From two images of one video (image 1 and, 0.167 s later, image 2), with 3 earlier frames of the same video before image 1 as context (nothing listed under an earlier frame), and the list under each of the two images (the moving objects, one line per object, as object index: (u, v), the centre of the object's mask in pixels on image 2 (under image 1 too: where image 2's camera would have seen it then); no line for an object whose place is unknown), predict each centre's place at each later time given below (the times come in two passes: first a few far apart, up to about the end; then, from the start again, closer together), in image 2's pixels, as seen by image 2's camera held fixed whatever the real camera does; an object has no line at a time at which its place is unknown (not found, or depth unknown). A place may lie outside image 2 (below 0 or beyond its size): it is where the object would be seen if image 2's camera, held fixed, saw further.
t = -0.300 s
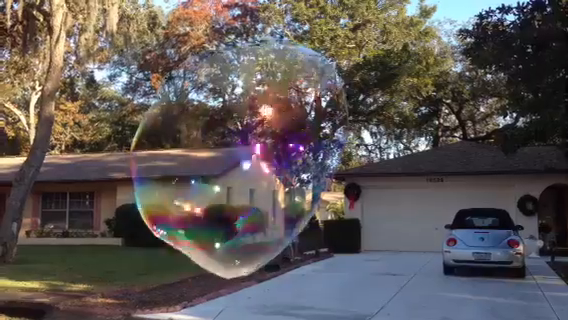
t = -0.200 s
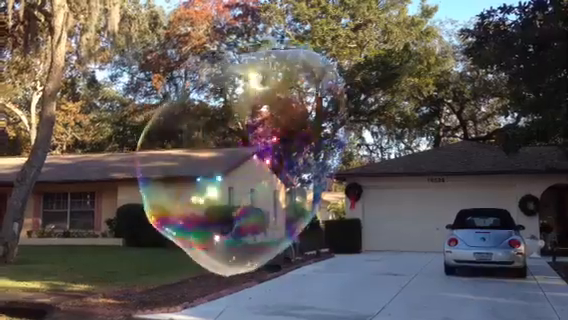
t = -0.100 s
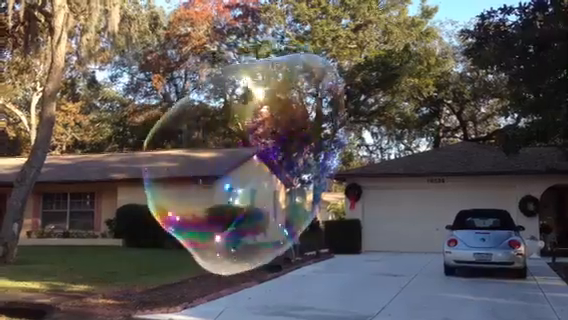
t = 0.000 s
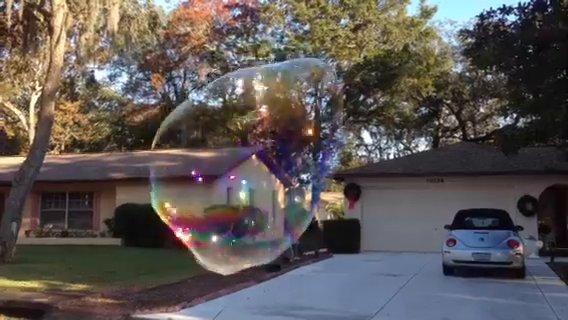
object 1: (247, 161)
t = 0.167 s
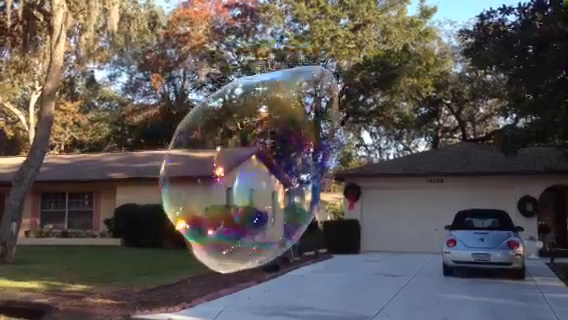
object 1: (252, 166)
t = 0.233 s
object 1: (254, 167)
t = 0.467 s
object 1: (257, 170)
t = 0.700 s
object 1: (261, 174)
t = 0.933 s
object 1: (264, 177)
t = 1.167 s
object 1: (265, 179)
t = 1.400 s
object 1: (265, 181)
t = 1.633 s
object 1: (267, 183)
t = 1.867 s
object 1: (269, 184)
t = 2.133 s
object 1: (272, 187)
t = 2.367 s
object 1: (274, 190)
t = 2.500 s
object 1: (275, 191)
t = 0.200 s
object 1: (253, 166)
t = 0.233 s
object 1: (254, 167)
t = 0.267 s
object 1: (253, 168)
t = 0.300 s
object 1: (254, 168)
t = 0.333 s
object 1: (254, 169)
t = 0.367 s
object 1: (255, 169)
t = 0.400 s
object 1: (255, 169)
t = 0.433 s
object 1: (256, 170)
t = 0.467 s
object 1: (257, 170)
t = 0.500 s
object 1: (257, 171)
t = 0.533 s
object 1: (259, 172)
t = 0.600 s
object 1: (260, 172)
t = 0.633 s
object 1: (261, 173)
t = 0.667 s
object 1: (261, 173)
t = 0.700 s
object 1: (261, 174)
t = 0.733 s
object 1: (261, 174)
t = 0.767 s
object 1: (262, 175)
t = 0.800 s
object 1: (263, 175)
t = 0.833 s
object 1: (263, 176)
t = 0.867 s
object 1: (264, 175)
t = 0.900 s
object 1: (264, 176)
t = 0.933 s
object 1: (264, 177)
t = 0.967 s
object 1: (264, 177)
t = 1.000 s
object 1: (264, 177)
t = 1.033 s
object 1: (264, 178)
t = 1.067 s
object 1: (264, 178)
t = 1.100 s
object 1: (264, 178)
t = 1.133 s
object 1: (264, 179)
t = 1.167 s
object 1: (265, 179)
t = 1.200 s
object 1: (265, 179)
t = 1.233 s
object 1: (265, 179)
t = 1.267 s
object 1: (265, 179)
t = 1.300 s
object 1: (265, 180)
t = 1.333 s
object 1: (265, 180)
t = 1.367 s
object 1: (266, 181)
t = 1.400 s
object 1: (265, 181)
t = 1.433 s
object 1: (266, 181)
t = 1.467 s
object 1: (266, 181)
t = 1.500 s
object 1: (266, 182)
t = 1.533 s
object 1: (266, 182)
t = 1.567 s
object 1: (266, 183)
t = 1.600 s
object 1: (267, 183)
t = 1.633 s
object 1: (267, 183)
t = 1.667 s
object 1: (267, 183)
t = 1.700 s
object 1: (268, 183)
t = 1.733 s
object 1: (268, 183)
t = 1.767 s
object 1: (268, 183)
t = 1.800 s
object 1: (268, 184)
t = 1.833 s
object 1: (269, 184)
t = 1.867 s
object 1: (269, 184)
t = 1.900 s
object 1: (269, 185)
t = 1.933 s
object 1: (270, 185)
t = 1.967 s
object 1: (270, 186)
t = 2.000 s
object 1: (270, 186)
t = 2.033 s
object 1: (270, 187)
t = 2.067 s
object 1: (271, 187)
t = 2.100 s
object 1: (272, 187)
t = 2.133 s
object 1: (272, 187)
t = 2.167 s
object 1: (272, 188)
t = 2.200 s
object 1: (272, 188)
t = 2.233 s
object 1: (273, 189)
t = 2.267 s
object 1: (273, 189)
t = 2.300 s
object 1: (274, 189)
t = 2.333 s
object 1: (274, 190)
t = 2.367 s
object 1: (274, 190)
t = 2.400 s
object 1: (274, 191)
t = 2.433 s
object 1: (274, 191)
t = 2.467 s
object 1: (275, 191)
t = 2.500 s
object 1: (275, 191)
